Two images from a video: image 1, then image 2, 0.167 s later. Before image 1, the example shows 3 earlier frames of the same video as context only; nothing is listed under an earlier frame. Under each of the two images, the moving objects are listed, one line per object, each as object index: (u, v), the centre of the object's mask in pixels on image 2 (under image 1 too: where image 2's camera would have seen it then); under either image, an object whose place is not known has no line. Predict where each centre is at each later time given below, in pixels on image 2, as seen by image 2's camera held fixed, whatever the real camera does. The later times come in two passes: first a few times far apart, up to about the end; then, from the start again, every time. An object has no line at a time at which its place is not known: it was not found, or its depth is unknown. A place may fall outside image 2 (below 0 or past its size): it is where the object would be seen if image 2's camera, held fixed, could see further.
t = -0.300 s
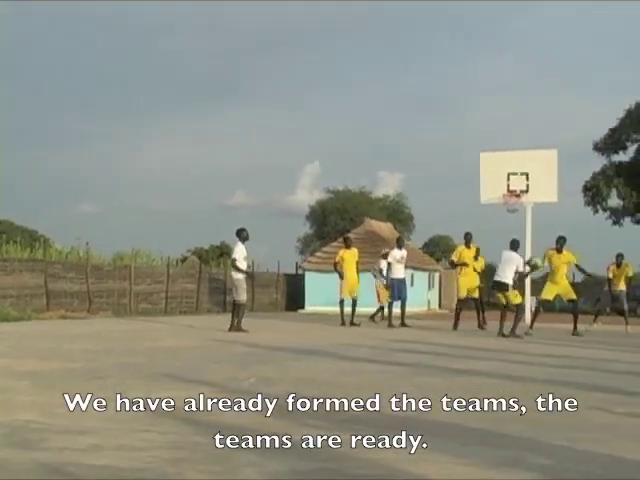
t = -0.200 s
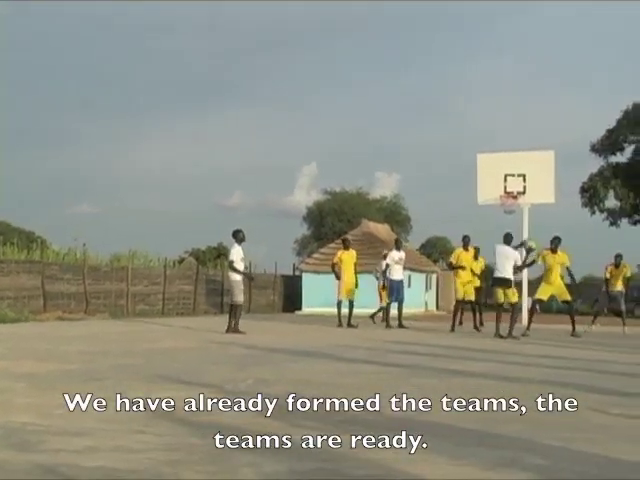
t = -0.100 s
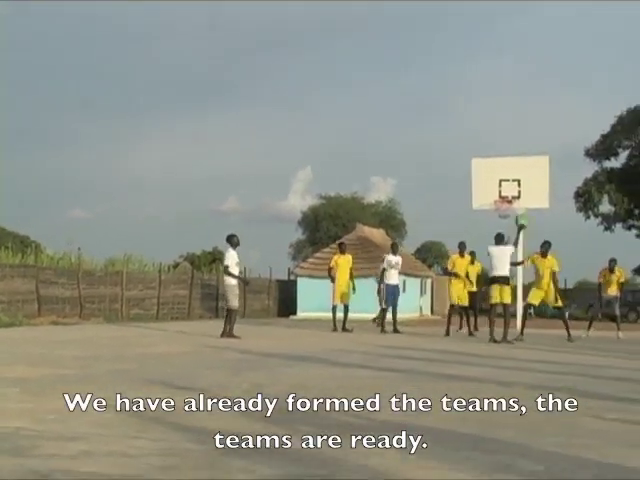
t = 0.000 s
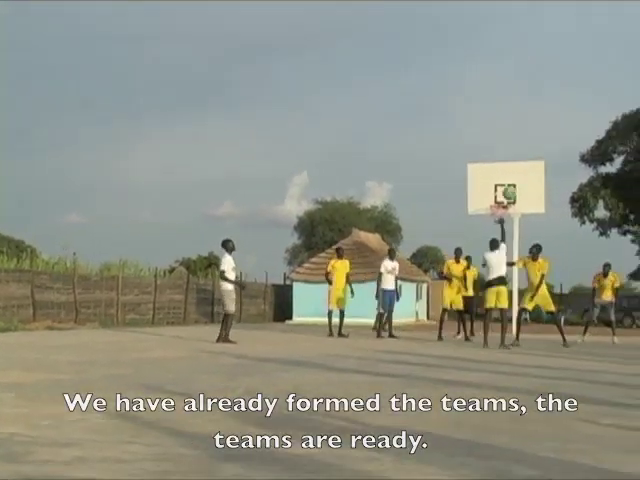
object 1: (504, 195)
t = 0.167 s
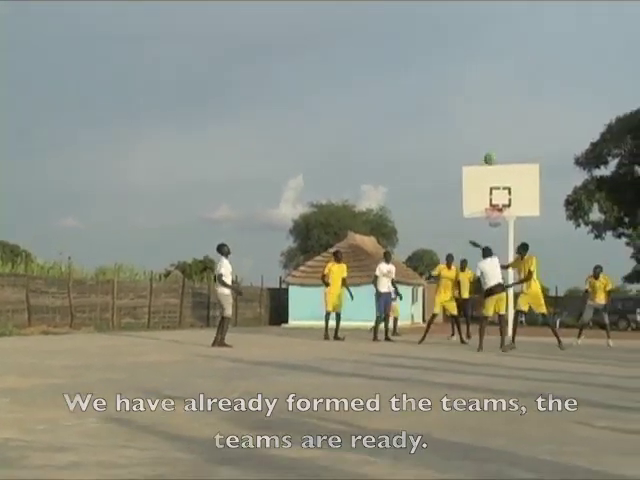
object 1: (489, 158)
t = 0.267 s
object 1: (482, 145)
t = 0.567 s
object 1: (461, 136)
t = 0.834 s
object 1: (444, 162)
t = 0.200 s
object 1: (488, 153)
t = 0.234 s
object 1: (485, 149)
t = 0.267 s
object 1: (482, 145)
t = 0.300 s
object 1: (480, 142)
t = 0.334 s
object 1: (477, 139)
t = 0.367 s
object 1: (475, 136)
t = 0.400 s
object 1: (473, 135)
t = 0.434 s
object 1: (471, 134)
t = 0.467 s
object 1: (468, 134)
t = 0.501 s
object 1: (466, 134)
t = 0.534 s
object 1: (463, 135)
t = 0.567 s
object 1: (461, 136)
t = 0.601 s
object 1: (459, 138)
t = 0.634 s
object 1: (457, 140)
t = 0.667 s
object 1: (455, 143)
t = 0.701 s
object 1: (452, 146)
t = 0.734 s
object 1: (450, 149)
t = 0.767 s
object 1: (448, 153)
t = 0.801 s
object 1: (446, 158)
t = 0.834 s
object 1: (444, 162)
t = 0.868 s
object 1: (442, 168)
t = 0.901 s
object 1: (440, 174)
